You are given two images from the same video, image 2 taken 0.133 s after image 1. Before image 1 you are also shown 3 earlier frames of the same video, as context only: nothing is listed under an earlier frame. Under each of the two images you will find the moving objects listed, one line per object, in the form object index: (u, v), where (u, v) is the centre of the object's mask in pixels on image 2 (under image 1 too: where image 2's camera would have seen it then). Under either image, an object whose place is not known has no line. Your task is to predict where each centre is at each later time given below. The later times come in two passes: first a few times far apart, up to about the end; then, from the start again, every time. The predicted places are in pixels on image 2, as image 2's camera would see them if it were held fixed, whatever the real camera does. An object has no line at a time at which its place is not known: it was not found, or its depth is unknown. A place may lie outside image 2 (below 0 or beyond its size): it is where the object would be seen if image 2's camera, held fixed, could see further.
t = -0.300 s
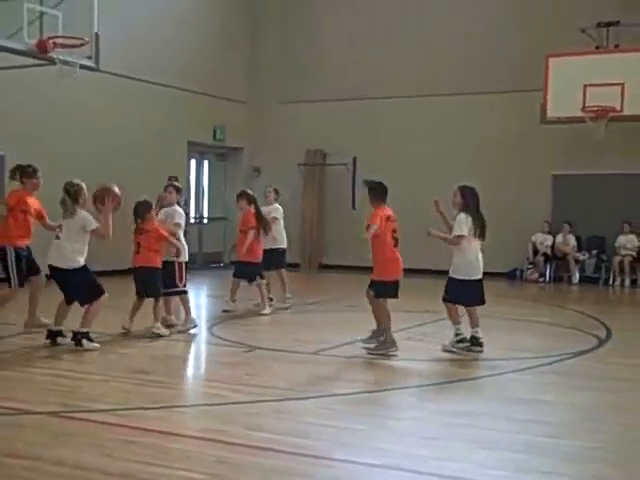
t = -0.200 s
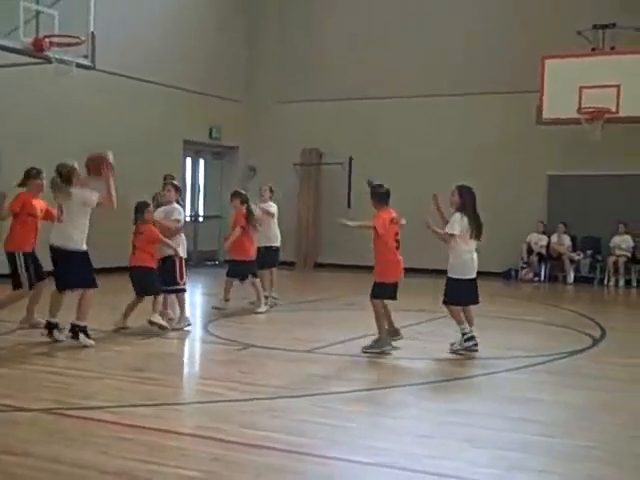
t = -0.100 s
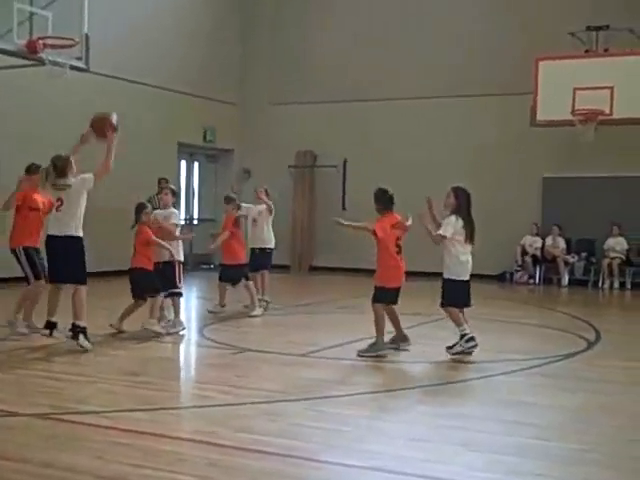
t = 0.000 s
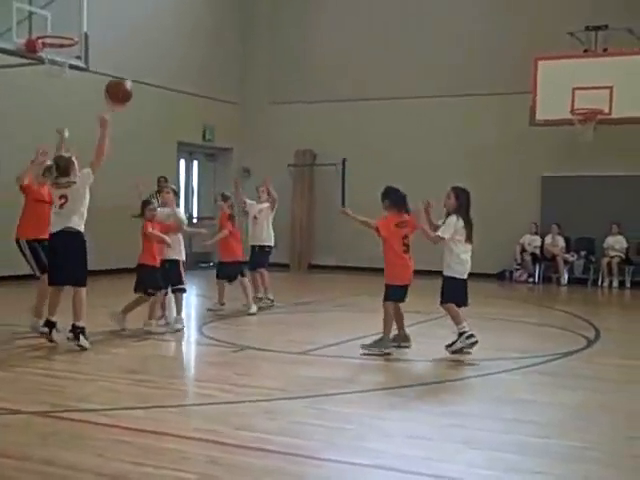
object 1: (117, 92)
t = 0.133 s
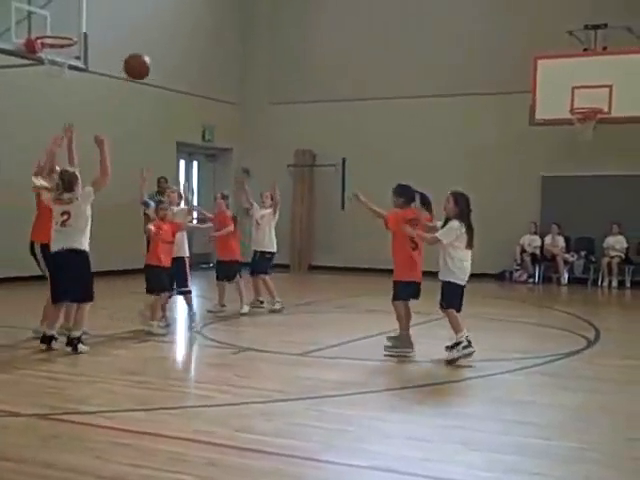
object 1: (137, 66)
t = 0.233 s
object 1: (150, 61)
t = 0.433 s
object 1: (173, 84)
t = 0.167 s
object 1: (141, 63)
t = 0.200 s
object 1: (145, 62)
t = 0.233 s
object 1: (150, 61)
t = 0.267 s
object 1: (154, 62)
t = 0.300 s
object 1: (158, 64)
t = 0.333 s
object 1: (161, 67)
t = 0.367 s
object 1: (166, 71)
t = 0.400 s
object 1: (170, 77)
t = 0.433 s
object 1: (173, 84)
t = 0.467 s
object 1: (177, 91)
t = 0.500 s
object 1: (181, 100)
